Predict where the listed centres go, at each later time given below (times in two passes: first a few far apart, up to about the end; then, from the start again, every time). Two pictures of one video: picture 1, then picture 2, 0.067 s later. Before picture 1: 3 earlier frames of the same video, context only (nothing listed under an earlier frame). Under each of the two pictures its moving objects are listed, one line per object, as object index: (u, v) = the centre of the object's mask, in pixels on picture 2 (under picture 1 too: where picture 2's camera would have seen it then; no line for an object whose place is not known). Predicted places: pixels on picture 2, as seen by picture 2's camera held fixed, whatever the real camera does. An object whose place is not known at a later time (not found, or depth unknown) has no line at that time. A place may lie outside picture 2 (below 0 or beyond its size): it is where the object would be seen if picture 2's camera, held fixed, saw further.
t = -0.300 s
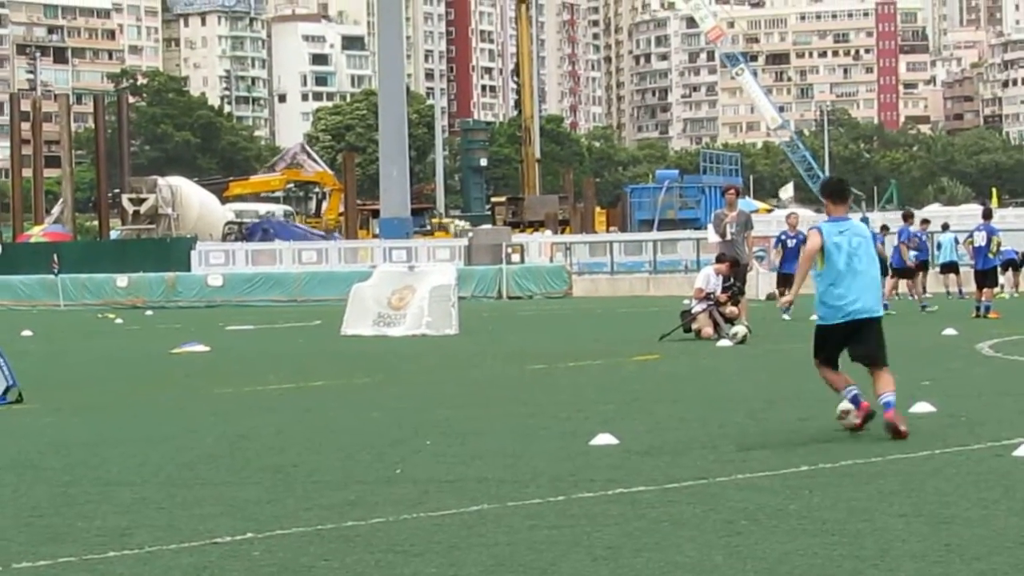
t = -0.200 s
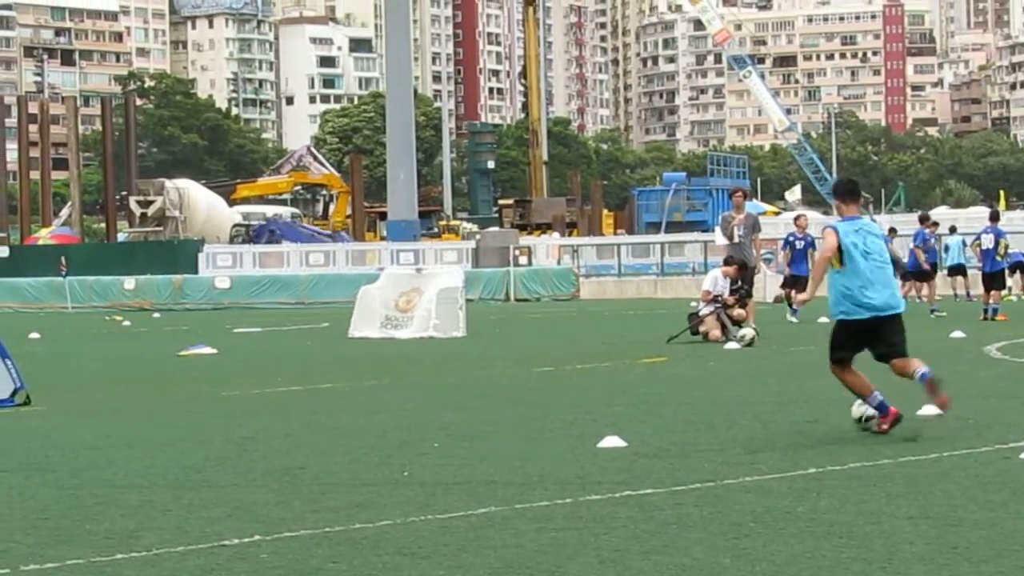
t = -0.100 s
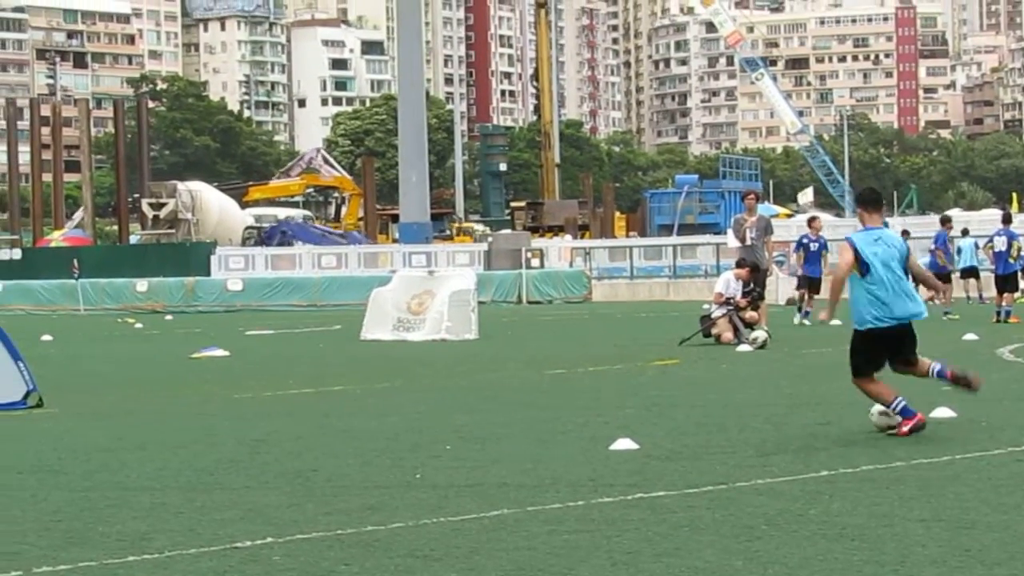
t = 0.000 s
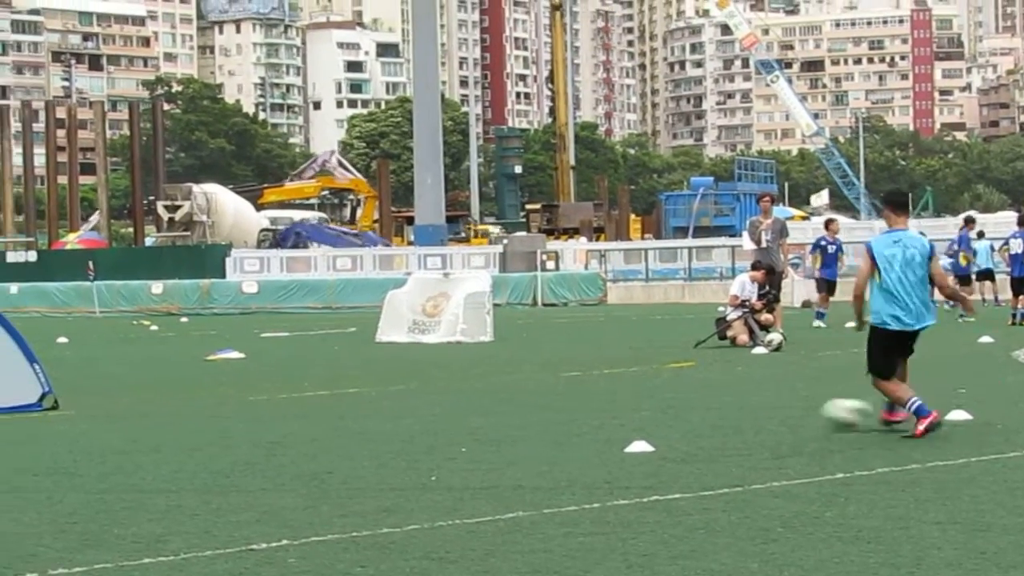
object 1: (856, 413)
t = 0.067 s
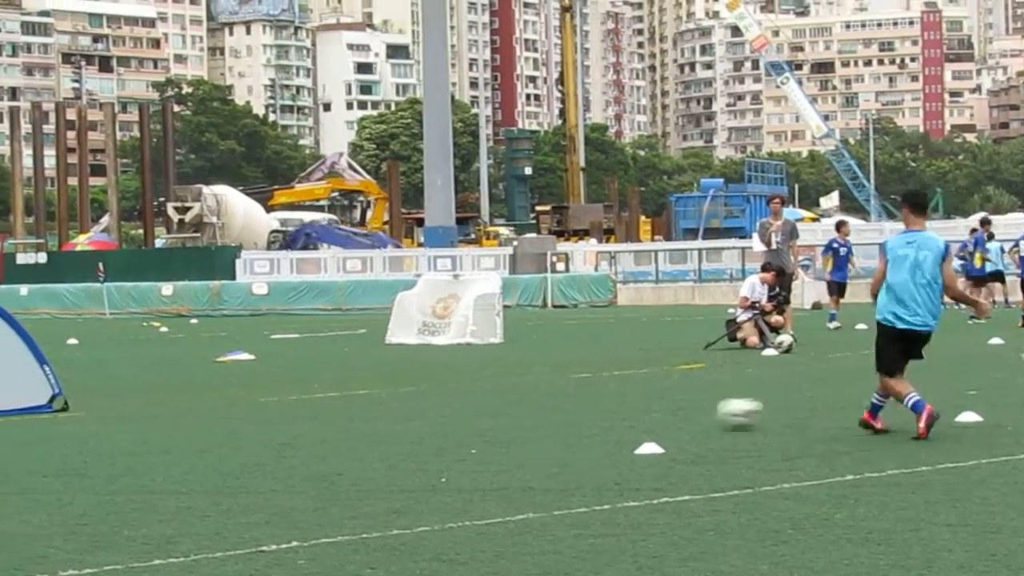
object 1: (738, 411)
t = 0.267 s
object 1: (451, 405)
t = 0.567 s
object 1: (139, 404)
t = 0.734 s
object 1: (14, 397)
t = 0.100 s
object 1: (685, 413)
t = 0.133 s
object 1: (633, 411)
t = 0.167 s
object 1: (583, 409)
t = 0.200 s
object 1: (536, 410)
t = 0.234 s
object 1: (493, 407)
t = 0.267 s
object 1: (451, 405)
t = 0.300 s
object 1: (410, 405)
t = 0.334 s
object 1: (370, 406)
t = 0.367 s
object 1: (332, 408)
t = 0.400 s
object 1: (296, 405)
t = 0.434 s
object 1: (262, 404)
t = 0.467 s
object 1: (229, 405)
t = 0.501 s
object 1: (197, 404)
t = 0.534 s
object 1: (168, 403)
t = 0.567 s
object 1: (139, 404)
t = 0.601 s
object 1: (111, 404)
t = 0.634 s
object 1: (86, 399)
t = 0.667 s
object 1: (60, 399)
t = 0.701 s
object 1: (41, 397)
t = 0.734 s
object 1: (14, 397)
